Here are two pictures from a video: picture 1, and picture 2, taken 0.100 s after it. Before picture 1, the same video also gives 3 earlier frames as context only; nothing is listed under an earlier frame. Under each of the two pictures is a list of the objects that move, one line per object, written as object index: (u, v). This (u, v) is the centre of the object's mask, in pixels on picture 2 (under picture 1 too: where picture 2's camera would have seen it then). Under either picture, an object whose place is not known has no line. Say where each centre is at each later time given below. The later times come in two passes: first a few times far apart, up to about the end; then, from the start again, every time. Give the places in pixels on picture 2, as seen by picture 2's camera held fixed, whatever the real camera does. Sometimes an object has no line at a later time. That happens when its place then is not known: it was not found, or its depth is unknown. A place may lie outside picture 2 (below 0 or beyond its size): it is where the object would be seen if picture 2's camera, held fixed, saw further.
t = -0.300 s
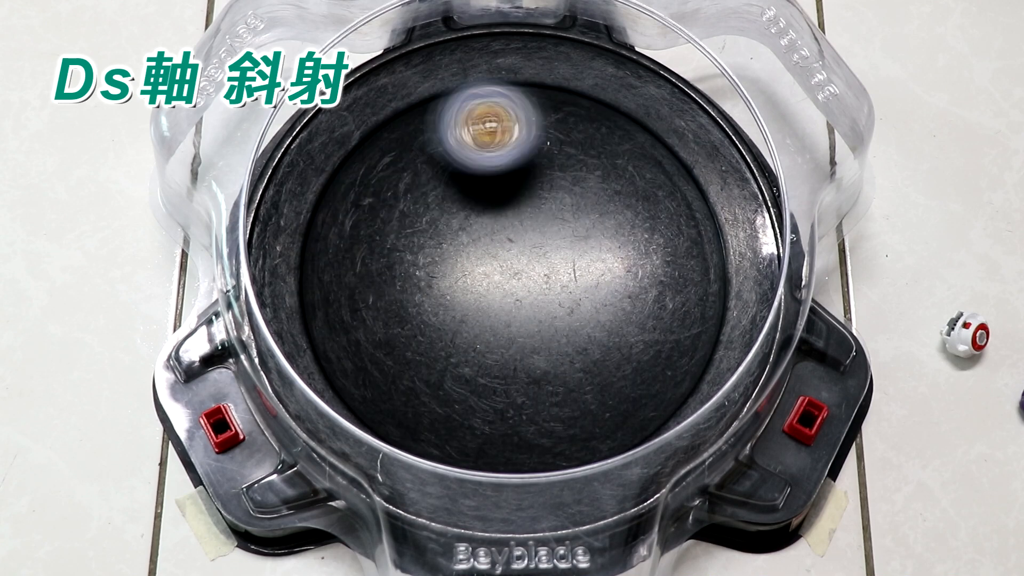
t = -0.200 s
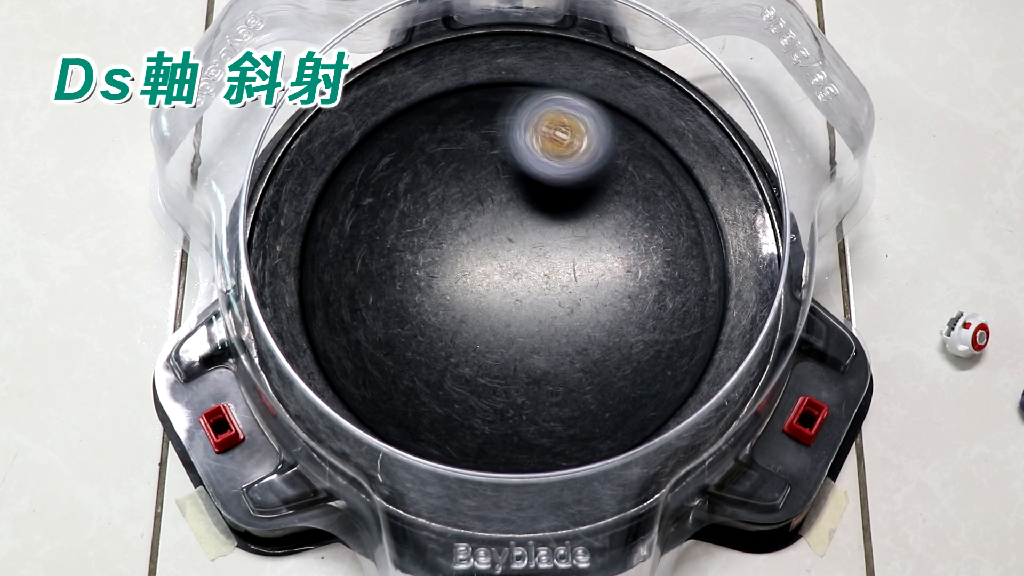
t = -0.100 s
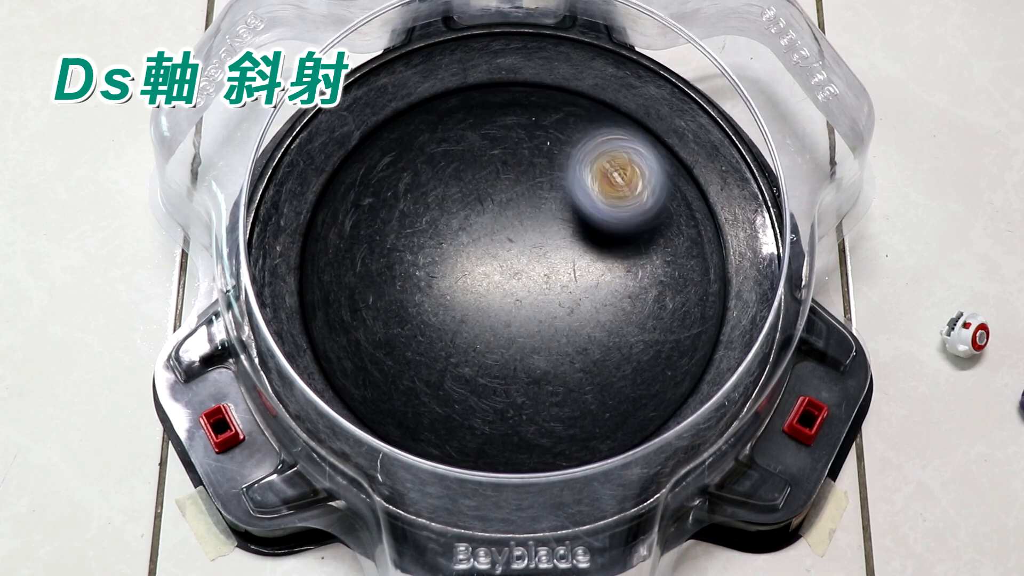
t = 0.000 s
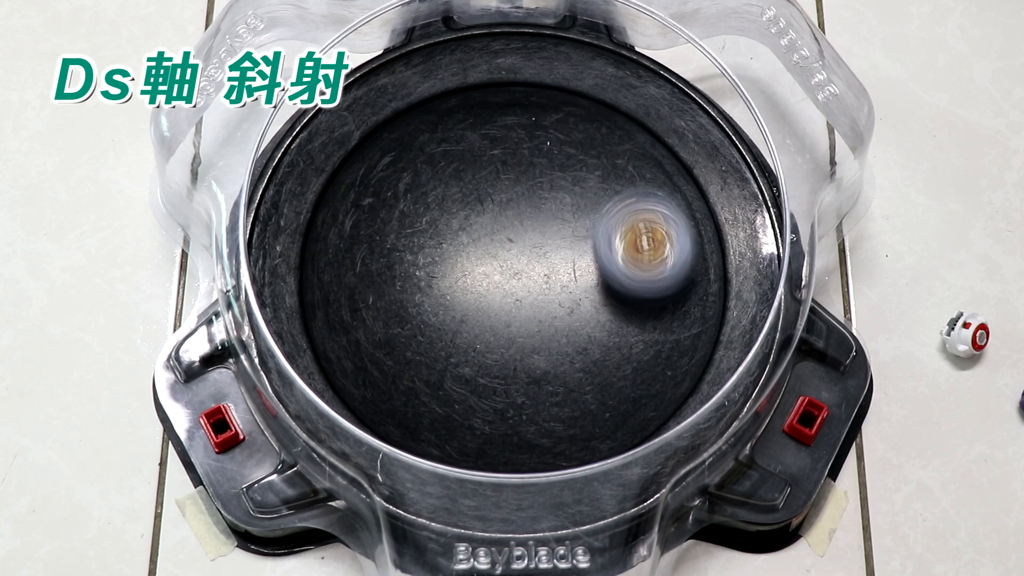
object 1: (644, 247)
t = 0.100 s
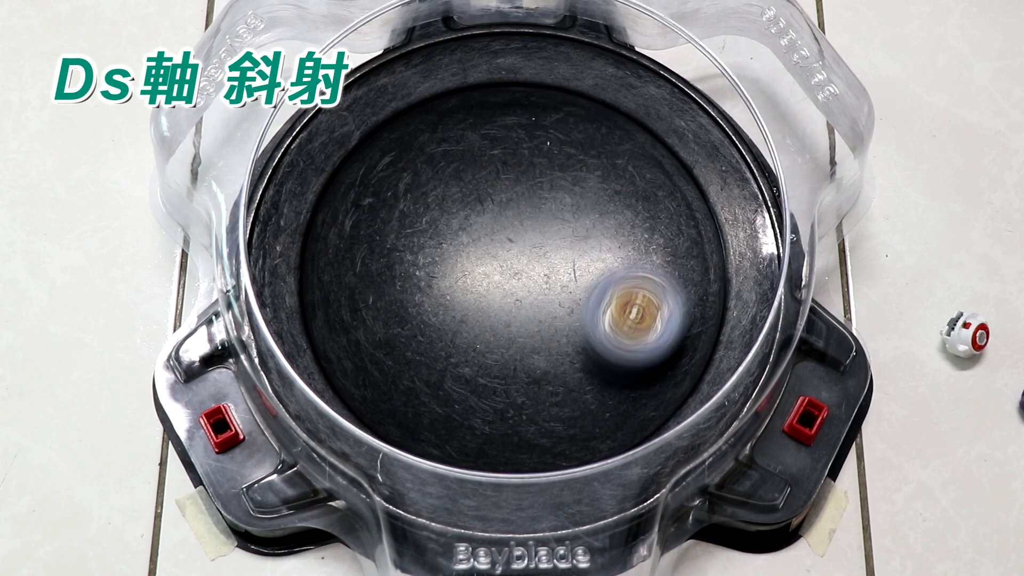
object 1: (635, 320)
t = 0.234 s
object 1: (566, 383)
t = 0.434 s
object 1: (424, 375)
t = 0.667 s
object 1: (376, 238)
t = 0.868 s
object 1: (478, 155)
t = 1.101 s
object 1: (622, 202)
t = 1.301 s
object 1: (642, 327)
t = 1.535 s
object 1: (506, 393)
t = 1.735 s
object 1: (400, 314)
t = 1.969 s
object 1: (432, 178)
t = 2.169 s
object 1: (550, 146)
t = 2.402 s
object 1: (642, 254)
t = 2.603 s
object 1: (580, 360)
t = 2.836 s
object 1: (431, 355)
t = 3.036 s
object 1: (383, 252)
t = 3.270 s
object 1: (479, 160)
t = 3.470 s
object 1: (594, 199)
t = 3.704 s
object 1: (617, 329)
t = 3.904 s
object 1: (517, 387)
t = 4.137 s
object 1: (406, 308)
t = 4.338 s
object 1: (435, 204)
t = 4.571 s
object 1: (561, 170)
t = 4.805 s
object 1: (633, 274)
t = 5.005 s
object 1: (562, 358)
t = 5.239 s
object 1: (431, 330)
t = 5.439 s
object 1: (407, 229)
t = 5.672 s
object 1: (507, 166)
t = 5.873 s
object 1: (599, 225)
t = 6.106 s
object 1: (581, 344)
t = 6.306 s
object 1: (476, 369)
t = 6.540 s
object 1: (408, 274)
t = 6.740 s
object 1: (468, 192)
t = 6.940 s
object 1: (571, 192)
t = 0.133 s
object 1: (621, 340)
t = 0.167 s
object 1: (605, 358)
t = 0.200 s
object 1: (587, 371)
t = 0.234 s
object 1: (566, 383)
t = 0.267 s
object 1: (542, 393)
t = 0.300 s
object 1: (520, 397)
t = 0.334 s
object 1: (493, 397)
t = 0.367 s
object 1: (469, 393)
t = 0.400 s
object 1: (447, 387)
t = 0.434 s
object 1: (424, 375)
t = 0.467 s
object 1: (405, 360)
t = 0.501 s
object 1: (391, 344)
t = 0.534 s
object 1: (379, 324)
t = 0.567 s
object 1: (371, 301)
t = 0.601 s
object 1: (368, 282)
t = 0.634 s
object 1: (369, 261)
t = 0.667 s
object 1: (376, 238)
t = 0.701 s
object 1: (385, 221)
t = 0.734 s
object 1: (398, 201)
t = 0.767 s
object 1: (414, 184)
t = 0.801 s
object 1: (432, 173)
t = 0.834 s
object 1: (453, 162)
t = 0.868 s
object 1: (478, 155)
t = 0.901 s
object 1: (499, 153)
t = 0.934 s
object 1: (521, 153)
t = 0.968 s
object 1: (546, 157)
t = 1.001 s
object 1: (567, 163)
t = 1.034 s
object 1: (587, 174)
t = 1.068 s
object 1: (606, 188)
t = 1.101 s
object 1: (622, 202)
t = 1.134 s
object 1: (635, 220)
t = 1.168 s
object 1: (646, 242)
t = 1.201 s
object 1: (651, 263)
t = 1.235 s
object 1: (653, 285)
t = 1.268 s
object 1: (650, 308)
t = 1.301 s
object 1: (642, 327)
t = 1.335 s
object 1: (631, 344)
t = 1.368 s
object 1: (616, 362)
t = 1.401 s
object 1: (597, 375)
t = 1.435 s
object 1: (577, 385)
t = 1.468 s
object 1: (552, 392)
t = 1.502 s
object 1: (532, 395)
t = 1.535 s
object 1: (506, 393)
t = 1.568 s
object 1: (481, 387)
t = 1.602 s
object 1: (460, 378)
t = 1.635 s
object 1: (440, 365)
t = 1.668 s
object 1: (423, 350)
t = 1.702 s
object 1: (410, 333)
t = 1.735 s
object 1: (400, 314)
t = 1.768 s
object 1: (394, 291)
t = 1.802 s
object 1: (392, 274)
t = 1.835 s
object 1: (393, 253)
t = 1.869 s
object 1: (397, 231)
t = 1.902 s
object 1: (405, 213)
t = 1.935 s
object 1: (416, 195)
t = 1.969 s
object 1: (432, 178)
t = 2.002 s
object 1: (447, 167)
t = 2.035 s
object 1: (464, 156)
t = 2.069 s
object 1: (487, 147)
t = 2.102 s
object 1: (506, 144)
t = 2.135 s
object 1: (527, 143)
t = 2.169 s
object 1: (550, 146)
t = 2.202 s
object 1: (570, 152)
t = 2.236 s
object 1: (588, 161)
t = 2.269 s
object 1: (606, 176)
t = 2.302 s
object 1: (621, 194)
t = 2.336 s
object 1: (631, 211)
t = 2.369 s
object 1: (639, 233)
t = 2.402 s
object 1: (642, 254)
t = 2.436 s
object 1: (640, 273)
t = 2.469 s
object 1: (635, 296)
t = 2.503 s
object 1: (626, 317)
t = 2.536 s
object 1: (615, 332)
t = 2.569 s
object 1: (599, 347)
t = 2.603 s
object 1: (580, 360)
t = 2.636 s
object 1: (559, 369)
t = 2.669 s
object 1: (538, 376)
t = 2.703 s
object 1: (516, 379)
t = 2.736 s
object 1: (494, 377)
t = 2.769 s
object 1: (470, 373)
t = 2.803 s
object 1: (450, 365)
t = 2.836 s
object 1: (431, 355)
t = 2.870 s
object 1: (414, 341)
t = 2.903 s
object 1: (400, 326)
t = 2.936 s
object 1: (391, 309)
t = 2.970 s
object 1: (385, 288)
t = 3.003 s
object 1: (381, 269)
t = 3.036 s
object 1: (383, 252)
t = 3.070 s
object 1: (388, 230)
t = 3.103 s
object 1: (397, 213)
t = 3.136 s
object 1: (407, 200)
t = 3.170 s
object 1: (423, 184)
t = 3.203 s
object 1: (441, 173)
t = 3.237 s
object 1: (457, 166)
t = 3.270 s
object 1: (479, 160)
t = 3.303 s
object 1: (501, 159)
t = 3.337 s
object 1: (519, 161)
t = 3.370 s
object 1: (541, 166)
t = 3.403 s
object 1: (561, 174)
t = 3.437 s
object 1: (578, 186)
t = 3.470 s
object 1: (594, 199)
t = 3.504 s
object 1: (607, 215)
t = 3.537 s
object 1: (617, 232)
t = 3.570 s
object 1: (625, 252)
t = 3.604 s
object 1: (629, 273)
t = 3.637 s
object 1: (629, 290)
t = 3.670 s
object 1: (624, 311)
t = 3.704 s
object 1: (617, 329)
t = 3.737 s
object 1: (606, 344)
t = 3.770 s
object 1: (592, 358)
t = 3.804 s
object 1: (576, 370)
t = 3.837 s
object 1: (557, 379)
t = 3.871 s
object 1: (535, 385)
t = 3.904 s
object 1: (517, 387)
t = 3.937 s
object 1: (494, 385)
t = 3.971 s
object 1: (473, 377)
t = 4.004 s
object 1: (455, 369)
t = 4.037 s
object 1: (438, 357)
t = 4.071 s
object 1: (423, 341)
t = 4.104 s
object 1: (413, 325)
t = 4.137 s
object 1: (406, 308)
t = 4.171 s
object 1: (403, 287)
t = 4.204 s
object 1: (402, 269)
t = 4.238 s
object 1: (407, 252)
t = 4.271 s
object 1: (414, 234)
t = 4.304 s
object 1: (424, 217)
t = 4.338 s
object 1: (435, 204)
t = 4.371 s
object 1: (449, 190)
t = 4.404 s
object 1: (468, 178)
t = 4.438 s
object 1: (483, 172)
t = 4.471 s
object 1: (503, 166)
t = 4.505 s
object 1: (523, 164)
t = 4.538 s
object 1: (541, 166)
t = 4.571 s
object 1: (561, 170)
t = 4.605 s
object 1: (579, 179)
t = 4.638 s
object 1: (595, 188)
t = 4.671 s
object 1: (610, 202)
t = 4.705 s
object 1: (622, 219)
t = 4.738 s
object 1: (628, 234)
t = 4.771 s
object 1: (633, 253)
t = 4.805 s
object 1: (633, 274)
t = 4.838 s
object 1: (630, 290)
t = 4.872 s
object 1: (623, 309)
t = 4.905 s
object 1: (610, 327)
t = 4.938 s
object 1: (599, 336)
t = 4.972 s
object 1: (579, 351)
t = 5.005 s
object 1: (562, 358)
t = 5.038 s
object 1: (543, 364)
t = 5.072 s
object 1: (522, 365)
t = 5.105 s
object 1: (501, 364)
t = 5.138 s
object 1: (481, 360)
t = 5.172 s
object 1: (463, 351)
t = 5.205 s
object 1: (445, 342)
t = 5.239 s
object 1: (431, 330)
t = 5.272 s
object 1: (418, 316)
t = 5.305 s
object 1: (409, 298)
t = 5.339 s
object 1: (403, 282)
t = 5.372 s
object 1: (401, 263)
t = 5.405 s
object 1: (402, 246)
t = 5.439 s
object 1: (407, 229)
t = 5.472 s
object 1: (414, 213)
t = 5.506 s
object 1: (426, 198)
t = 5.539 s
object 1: (438, 188)
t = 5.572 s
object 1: (453, 177)
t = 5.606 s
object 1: (472, 170)
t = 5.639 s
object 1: (490, 167)
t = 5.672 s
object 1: (507, 166)
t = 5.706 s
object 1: (527, 169)
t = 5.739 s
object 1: (545, 175)
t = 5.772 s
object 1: (561, 183)
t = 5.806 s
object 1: (577, 197)
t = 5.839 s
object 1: (588, 208)
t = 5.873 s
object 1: (599, 225)
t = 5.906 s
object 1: (607, 243)
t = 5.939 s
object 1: (612, 259)
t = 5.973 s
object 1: (612, 278)
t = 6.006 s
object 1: (609, 297)
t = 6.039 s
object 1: (604, 315)
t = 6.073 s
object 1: (595, 328)
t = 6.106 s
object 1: (581, 344)
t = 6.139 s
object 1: (570, 353)
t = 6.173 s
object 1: (552, 364)
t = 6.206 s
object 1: (534, 370)
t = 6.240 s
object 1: (515, 373)
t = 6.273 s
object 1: (496, 371)
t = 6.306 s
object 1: (476, 369)
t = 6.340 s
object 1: (461, 362)
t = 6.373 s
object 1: (444, 352)
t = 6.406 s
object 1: (430, 339)
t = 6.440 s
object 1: (420, 325)
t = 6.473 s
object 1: (413, 308)
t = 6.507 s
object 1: (408, 290)
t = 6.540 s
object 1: (408, 274)
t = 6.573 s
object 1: (412, 256)
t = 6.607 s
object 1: (418, 240)
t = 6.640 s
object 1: (428, 227)
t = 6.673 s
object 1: (439, 213)
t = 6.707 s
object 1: (453, 201)
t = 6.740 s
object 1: (468, 192)
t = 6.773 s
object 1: (483, 185)
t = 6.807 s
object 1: (502, 182)
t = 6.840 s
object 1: (519, 180)
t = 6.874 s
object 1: (538, 183)
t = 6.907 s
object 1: (556, 185)
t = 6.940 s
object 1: (571, 192)
